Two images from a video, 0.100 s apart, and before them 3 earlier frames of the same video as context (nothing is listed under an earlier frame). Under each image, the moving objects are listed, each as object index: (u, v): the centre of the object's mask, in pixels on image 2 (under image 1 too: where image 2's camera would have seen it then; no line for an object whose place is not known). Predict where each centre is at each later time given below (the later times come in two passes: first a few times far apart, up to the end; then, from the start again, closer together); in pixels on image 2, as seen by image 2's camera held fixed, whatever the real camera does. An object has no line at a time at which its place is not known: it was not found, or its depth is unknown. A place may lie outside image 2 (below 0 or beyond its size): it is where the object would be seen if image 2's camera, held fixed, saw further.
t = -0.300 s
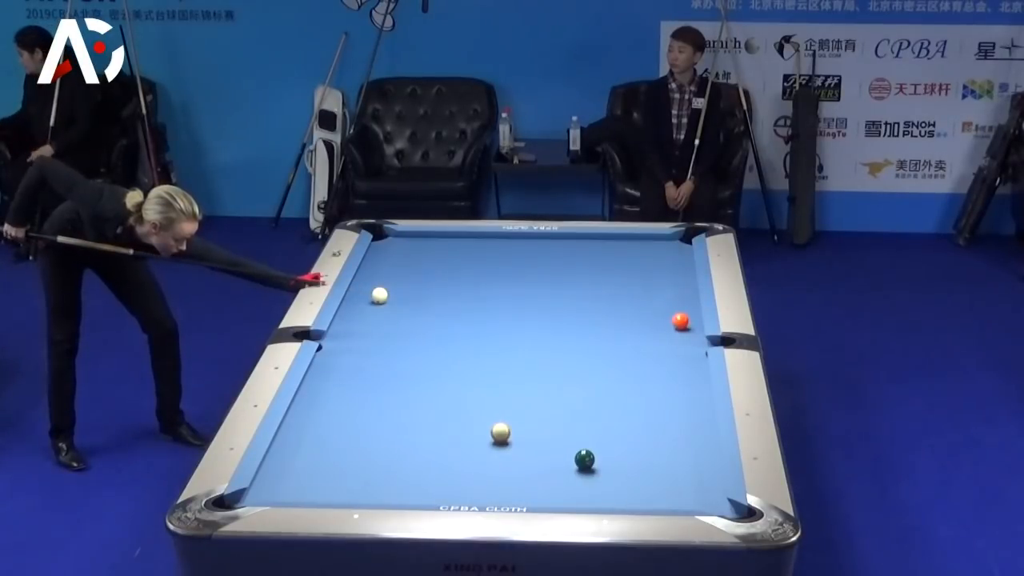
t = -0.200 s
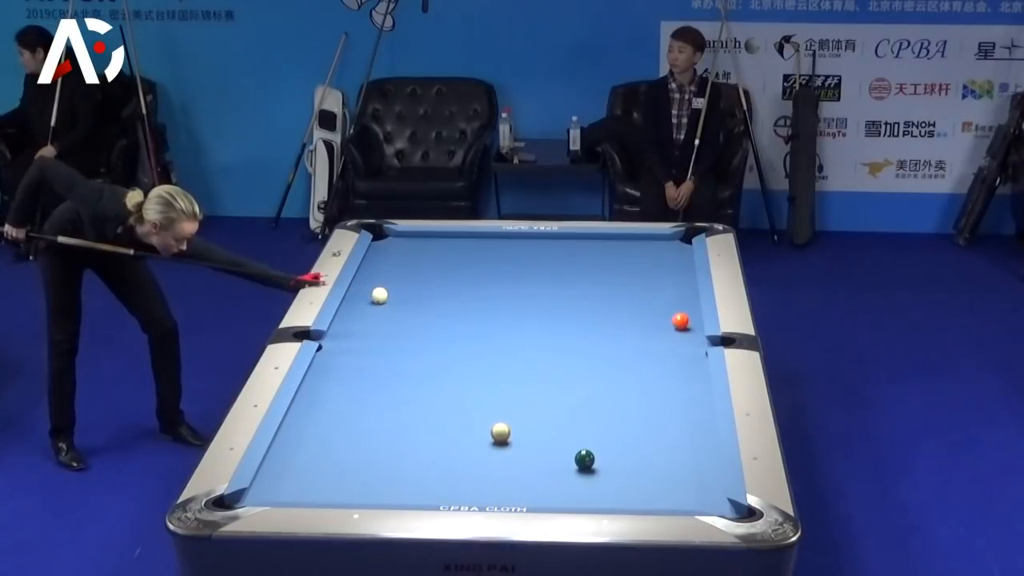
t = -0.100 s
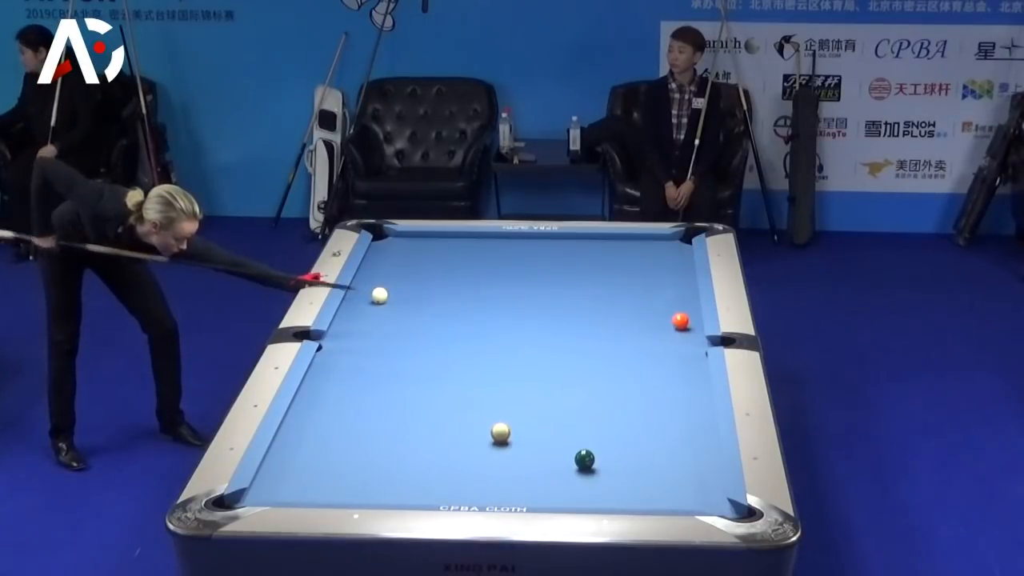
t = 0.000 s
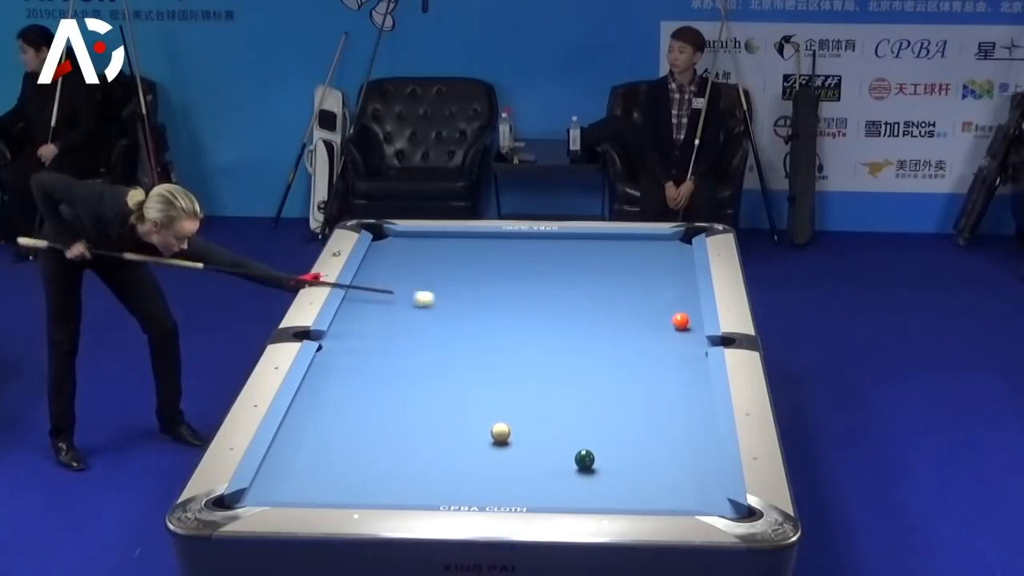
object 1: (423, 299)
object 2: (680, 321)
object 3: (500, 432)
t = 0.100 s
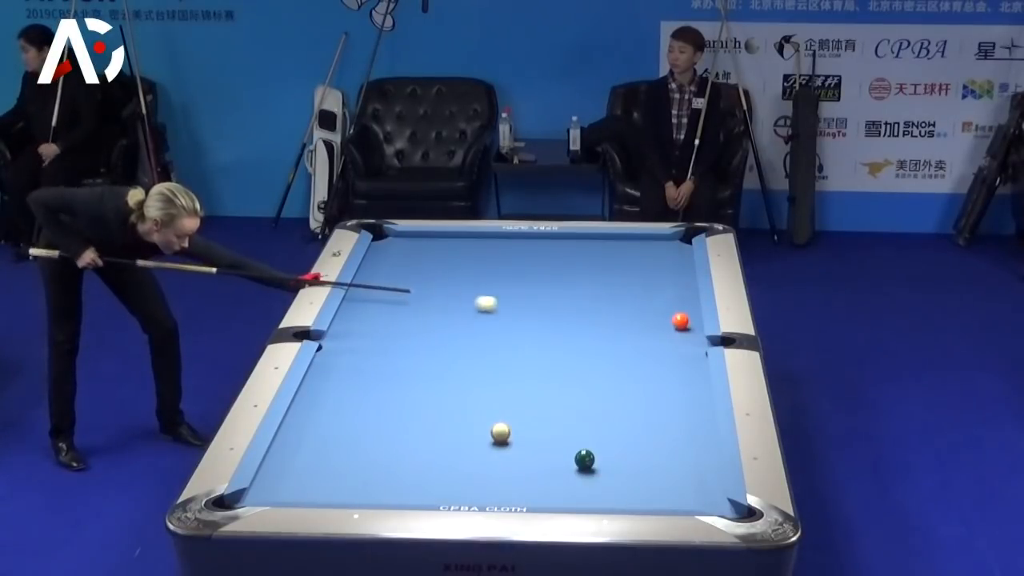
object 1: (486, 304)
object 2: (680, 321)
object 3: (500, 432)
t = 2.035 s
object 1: (555, 256)
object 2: (306, 394)
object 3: (500, 432)
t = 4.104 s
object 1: (438, 249)
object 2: (478, 428)
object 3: (500, 432)
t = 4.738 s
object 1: (412, 255)
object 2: (490, 429)
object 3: (516, 437)
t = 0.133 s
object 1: (507, 305)
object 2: (680, 321)
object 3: (500, 432)
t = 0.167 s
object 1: (528, 307)
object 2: (680, 321)
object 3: (500, 432)
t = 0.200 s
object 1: (549, 308)
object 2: (680, 321)
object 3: (500, 432)
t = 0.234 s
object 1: (570, 310)
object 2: (680, 321)
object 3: (500, 432)
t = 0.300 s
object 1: (613, 313)
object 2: (680, 321)
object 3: (500, 432)
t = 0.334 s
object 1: (634, 315)
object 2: (680, 321)
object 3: (500, 432)
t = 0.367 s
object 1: (655, 317)
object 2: (680, 321)
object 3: (500, 432)
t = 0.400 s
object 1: (669, 316)
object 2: (689, 323)
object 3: (500, 432)
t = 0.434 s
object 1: (675, 315)
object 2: (692, 326)
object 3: (500, 432)
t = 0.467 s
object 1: (682, 312)
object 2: (682, 328)
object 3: (500, 432)
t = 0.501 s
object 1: (689, 311)
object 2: (673, 330)
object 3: (500, 432)
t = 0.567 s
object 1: (684, 307)
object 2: (655, 333)
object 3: (500, 432)
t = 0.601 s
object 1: (679, 305)
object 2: (646, 335)
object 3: (500, 432)
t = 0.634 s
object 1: (674, 304)
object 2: (638, 336)
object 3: (500, 432)
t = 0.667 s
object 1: (669, 302)
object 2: (631, 338)
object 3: (500, 432)
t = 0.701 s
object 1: (665, 301)
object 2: (623, 339)
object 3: (500, 432)
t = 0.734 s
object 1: (662, 299)
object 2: (615, 340)
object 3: (500, 432)
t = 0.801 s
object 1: (655, 297)
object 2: (599, 343)
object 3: (500, 432)
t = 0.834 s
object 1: (652, 295)
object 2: (591, 344)
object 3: (500, 432)
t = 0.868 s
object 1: (649, 294)
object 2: (583, 345)
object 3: (500, 432)
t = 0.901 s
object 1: (646, 293)
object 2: (575, 347)
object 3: (500, 432)
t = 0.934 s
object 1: (642, 292)
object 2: (567, 348)
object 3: (500, 432)
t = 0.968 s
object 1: (639, 290)
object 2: (559, 350)
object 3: (500, 432)
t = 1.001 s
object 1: (636, 289)
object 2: (552, 351)
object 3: (500, 432)
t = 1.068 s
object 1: (630, 287)
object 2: (536, 354)
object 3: (500, 432)
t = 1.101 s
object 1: (627, 285)
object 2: (528, 355)
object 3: (500, 432)
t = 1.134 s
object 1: (624, 284)
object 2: (520, 357)
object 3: (500, 432)
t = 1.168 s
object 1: (621, 283)
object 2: (512, 358)
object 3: (500, 432)
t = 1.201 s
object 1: (619, 282)
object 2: (503, 359)
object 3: (500, 432)
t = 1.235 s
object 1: (616, 281)
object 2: (495, 360)
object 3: (500, 432)
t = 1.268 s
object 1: (613, 280)
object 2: (487, 362)
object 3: (500, 432)
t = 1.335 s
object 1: (607, 277)
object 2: (471, 365)
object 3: (500, 432)
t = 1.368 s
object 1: (604, 276)
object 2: (463, 366)
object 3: (500, 432)
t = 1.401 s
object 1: (602, 275)
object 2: (455, 368)
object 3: (500, 432)
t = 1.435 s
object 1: (599, 274)
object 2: (447, 369)
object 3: (500, 432)
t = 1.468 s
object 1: (596, 273)
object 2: (439, 370)
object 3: (500, 432)
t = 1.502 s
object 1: (594, 272)
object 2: (431, 372)
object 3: (500, 432)
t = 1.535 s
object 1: (591, 271)
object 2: (423, 373)
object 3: (500, 432)
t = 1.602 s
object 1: (586, 269)
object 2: (407, 376)
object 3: (500, 432)
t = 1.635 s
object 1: (583, 268)
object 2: (398, 378)
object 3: (500, 432)
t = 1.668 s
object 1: (581, 266)
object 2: (390, 379)
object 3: (500, 432)
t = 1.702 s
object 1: (579, 265)
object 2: (382, 380)
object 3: (500, 432)
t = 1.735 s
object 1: (576, 264)
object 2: (374, 381)
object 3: (500, 432)
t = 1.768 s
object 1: (573, 263)
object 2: (366, 383)
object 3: (500, 432)
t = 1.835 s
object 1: (569, 262)
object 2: (350, 386)
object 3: (500, 432)
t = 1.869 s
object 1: (566, 260)
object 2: (341, 387)
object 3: (500, 432)
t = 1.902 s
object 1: (564, 259)
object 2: (333, 389)
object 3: (500, 432)
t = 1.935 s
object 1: (561, 259)
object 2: (325, 390)
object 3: (500, 432)
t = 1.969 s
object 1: (559, 258)
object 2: (317, 391)
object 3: (500, 432)
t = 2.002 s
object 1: (557, 256)
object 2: (309, 393)
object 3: (500, 432)
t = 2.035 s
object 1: (555, 256)
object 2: (306, 394)
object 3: (500, 432)
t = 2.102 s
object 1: (550, 254)
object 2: (315, 395)
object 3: (500, 432)
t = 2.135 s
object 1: (548, 253)
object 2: (319, 396)
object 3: (500, 432)
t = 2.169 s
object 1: (546, 252)
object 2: (322, 396)
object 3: (500, 432)
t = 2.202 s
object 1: (544, 251)
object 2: (325, 397)
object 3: (500, 432)
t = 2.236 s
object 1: (541, 250)
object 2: (329, 398)
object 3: (500, 432)
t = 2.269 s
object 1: (539, 249)
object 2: (332, 398)
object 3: (500, 432)
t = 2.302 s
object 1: (537, 249)
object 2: (335, 399)
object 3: (500, 432)
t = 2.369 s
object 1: (533, 247)
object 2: (341, 400)
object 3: (500, 432)
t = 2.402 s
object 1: (531, 246)
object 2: (344, 401)
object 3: (500, 432)
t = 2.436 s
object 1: (529, 245)
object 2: (347, 401)
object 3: (500, 432)
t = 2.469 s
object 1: (527, 244)
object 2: (350, 402)
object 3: (500, 432)
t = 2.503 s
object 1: (525, 244)
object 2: (353, 403)
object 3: (500, 432)
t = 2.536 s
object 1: (523, 243)
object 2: (356, 403)
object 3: (500, 432)
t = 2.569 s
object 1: (521, 242)
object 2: (359, 404)
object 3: (500, 432)
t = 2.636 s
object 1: (517, 240)
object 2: (365, 405)
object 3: (500, 432)
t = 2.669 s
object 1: (515, 239)
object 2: (368, 406)
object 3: (500, 432)
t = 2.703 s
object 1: (514, 239)
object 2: (371, 406)
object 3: (500, 432)
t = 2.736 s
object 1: (512, 238)
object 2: (374, 407)
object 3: (500, 432)
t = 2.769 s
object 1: (510, 237)
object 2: (377, 407)
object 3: (500, 432)
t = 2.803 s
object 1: (508, 236)
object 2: (380, 408)
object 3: (500, 432)
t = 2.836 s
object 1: (506, 236)
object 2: (383, 409)
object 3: (500, 432)
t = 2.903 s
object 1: (503, 236)
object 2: (388, 410)
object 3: (500, 432)
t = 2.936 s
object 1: (500, 236)
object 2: (391, 410)
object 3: (500, 432)
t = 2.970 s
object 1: (498, 236)
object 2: (394, 411)
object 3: (500, 432)
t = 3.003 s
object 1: (496, 237)
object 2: (397, 412)
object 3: (500, 432)
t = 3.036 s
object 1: (494, 237)
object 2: (399, 412)
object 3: (500, 432)
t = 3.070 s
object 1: (492, 238)
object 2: (402, 413)
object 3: (500, 432)
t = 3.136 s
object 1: (488, 238)
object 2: (408, 414)
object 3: (500, 432)
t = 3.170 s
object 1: (487, 239)
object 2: (410, 414)
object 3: (500, 432)
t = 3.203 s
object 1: (484, 239)
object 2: (413, 415)
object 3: (500, 432)
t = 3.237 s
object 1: (483, 240)
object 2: (416, 415)
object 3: (500, 432)
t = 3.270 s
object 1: (481, 240)
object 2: (418, 416)
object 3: (500, 432)
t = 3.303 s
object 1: (479, 241)
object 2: (421, 416)
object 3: (500, 432)
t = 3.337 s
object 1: (477, 241)
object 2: (423, 417)
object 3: (500, 432)
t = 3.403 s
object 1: (473, 242)
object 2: (429, 418)
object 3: (500, 432)
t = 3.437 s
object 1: (472, 242)
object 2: (431, 419)
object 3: (500, 432)
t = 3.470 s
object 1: (470, 242)
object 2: (434, 419)
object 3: (500, 432)
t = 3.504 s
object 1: (468, 243)
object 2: (436, 420)
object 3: (500, 432)
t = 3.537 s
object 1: (466, 243)
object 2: (439, 420)
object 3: (500, 432)
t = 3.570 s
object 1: (464, 244)
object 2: (441, 421)
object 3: (500, 432)
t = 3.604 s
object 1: (463, 244)
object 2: (444, 421)
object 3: (500, 432)
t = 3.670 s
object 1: (459, 245)
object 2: (448, 422)
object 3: (500, 432)
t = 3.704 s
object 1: (457, 245)
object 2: (451, 422)
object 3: (500, 432)
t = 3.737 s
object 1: (456, 246)
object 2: (453, 423)
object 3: (500, 432)
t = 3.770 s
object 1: (454, 246)
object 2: (456, 423)
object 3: (500, 432)
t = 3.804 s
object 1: (452, 246)
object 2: (458, 424)
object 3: (500, 432)
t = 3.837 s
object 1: (451, 246)
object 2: (460, 424)
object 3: (500, 432)
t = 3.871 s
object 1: (449, 247)
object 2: (462, 425)
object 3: (500, 432)
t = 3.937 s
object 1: (446, 248)
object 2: (467, 425)
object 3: (500, 432)
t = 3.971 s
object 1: (444, 248)
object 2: (469, 426)
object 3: (500, 432)
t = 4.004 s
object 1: (443, 248)
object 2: (471, 426)
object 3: (500, 432)
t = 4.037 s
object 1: (441, 248)
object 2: (473, 427)
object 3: (500, 432)
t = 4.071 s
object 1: (440, 249)
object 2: (476, 427)
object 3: (500, 432)
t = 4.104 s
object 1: (438, 249)
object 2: (478, 428)
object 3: (500, 432)
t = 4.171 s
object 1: (435, 250)
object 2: (482, 428)
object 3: (500, 432)
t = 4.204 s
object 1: (433, 250)
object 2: (484, 428)
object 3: (501, 432)
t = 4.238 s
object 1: (432, 251)
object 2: (484, 428)
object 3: (502, 433)
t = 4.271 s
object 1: (431, 251)
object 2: (485, 429)
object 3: (503, 433)
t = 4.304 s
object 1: (429, 251)
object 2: (486, 429)
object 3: (504, 433)
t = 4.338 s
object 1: (428, 251)
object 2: (486, 429)
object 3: (505, 433)
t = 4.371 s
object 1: (426, 252)
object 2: (487, 429)
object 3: (506, 434)
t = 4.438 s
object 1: (423, 252)
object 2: (488, 429)
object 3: (508, 435)
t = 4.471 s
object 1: (422, 253)
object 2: (488, 429)
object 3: (509, 435)
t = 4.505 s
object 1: (421, 253)
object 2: (489, 429)
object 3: (510, 435)
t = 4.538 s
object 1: (420, 253)
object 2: (489, 429)
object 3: (511, 435)
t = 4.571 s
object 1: (418, 253)
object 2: (489, 429)
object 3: (511, 435)
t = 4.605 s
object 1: (417, 254)
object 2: (489, 429)
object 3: (512, 436)
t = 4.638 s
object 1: (416, 254)
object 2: (489, 429)
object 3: (513, 436)
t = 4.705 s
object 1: (413, 254)
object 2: (489, 429)
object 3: (515, 436)
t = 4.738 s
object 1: (412, 255)
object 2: (490, 429)
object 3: (516, 437)
